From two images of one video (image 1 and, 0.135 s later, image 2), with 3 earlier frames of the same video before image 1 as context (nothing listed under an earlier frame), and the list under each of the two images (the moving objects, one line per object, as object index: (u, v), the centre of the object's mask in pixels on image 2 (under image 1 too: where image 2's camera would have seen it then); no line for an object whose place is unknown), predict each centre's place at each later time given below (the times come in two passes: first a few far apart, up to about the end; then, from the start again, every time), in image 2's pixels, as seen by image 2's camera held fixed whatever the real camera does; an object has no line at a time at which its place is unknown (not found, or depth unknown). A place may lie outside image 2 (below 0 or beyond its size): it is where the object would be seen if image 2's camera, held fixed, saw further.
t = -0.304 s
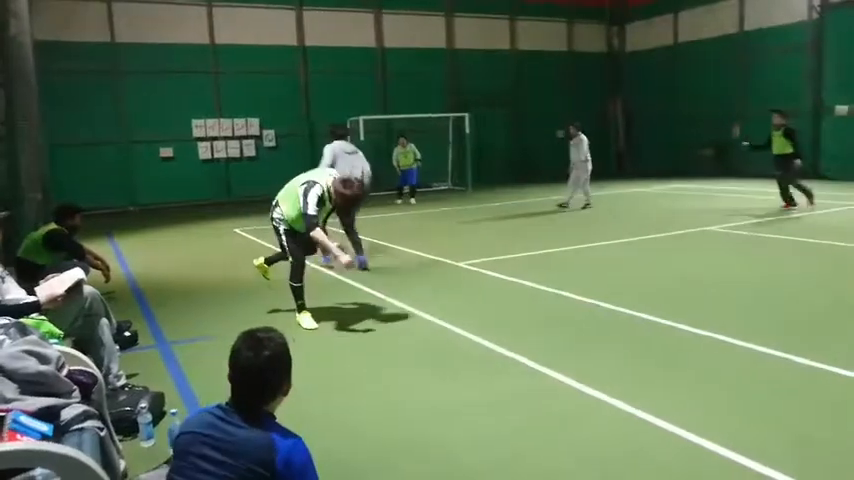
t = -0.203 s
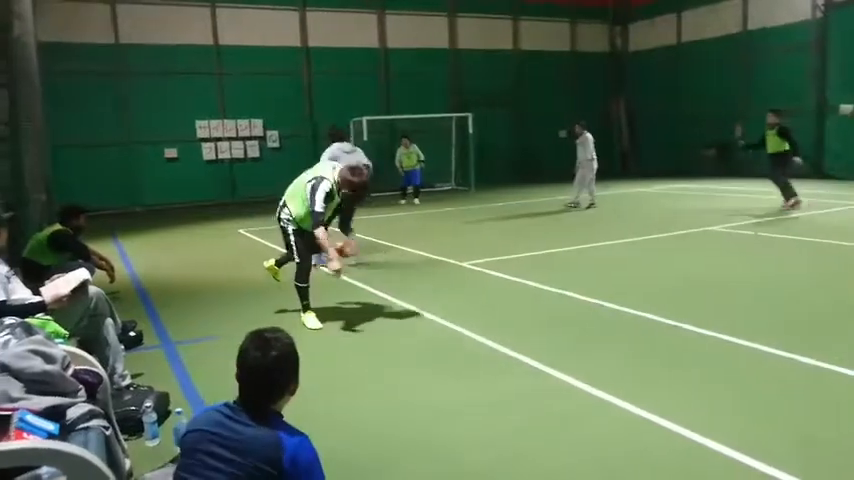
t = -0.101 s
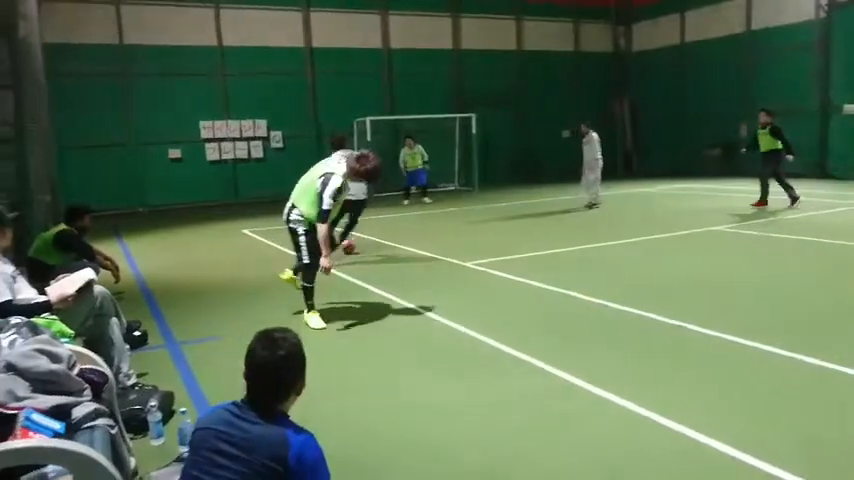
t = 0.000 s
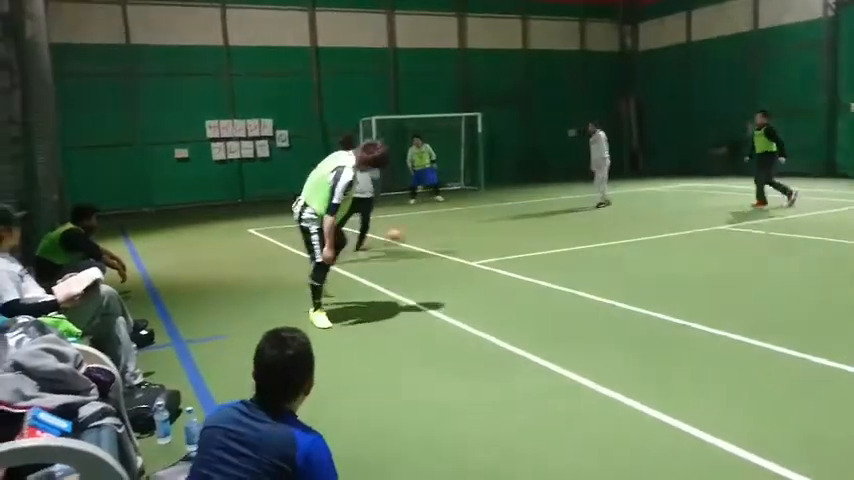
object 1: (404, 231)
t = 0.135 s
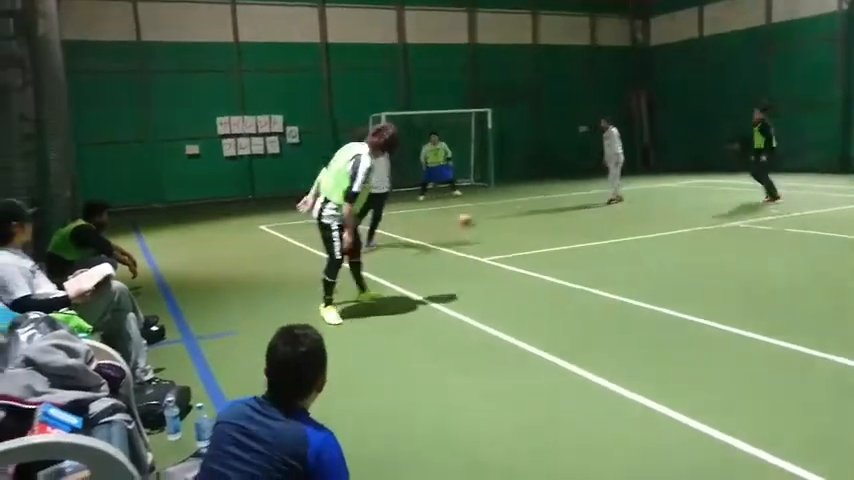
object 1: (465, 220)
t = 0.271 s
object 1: (513, 211)
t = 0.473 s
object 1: (566, 202)
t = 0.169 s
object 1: (478, 219)
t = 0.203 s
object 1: (490, 216)
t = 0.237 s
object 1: (503, 213)
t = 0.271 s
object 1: (513, 211)
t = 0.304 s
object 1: (522, 210)
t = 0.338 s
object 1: (533, 209)
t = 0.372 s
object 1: (544, 209)
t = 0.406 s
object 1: (551, 205)
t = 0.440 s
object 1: (559, 205)
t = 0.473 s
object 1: (566, 202)
